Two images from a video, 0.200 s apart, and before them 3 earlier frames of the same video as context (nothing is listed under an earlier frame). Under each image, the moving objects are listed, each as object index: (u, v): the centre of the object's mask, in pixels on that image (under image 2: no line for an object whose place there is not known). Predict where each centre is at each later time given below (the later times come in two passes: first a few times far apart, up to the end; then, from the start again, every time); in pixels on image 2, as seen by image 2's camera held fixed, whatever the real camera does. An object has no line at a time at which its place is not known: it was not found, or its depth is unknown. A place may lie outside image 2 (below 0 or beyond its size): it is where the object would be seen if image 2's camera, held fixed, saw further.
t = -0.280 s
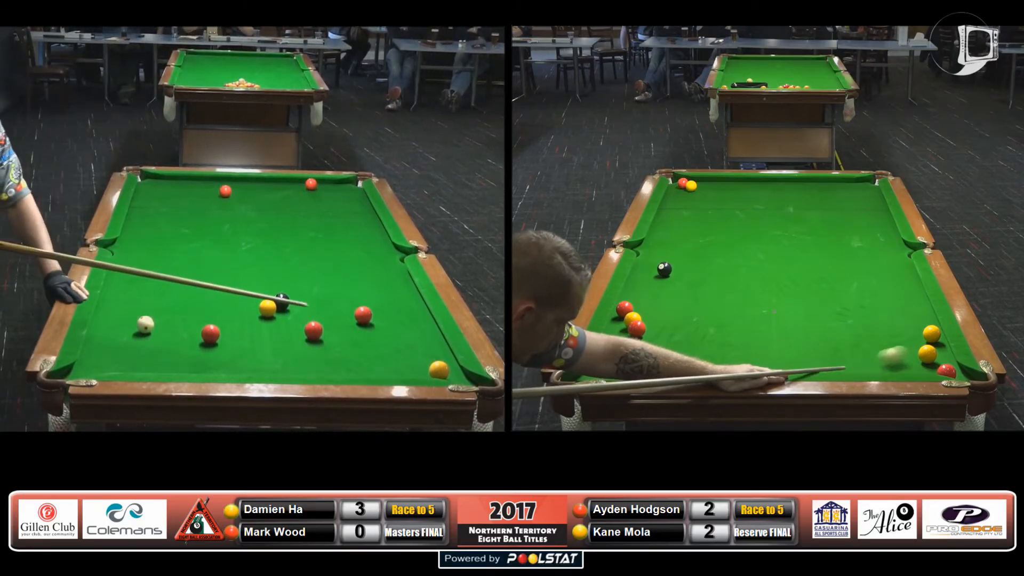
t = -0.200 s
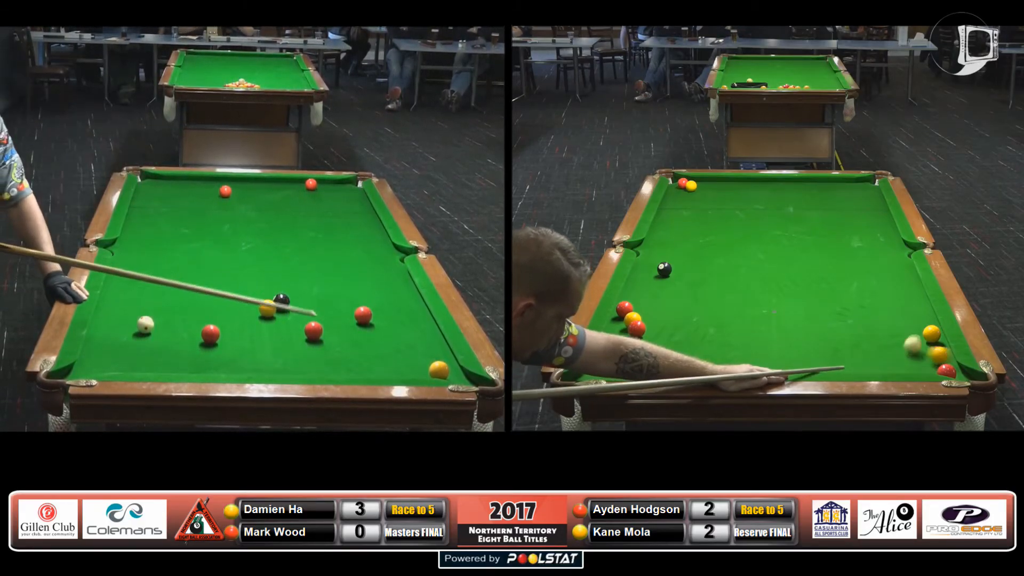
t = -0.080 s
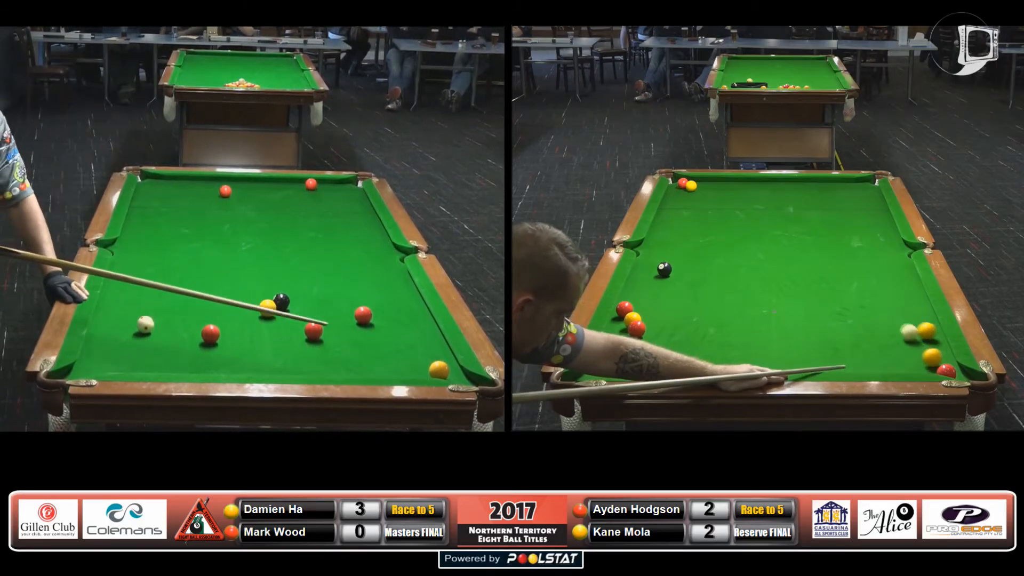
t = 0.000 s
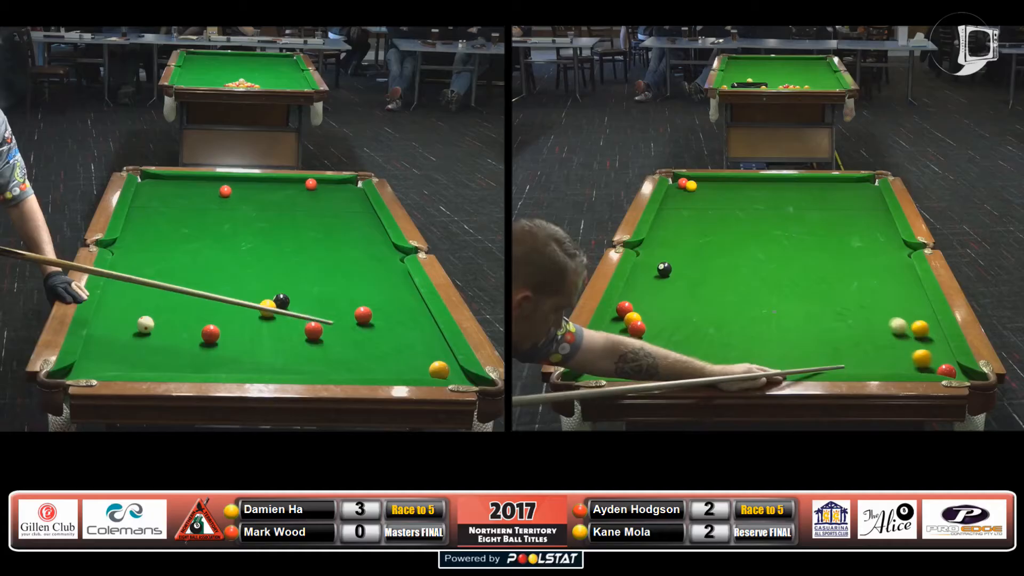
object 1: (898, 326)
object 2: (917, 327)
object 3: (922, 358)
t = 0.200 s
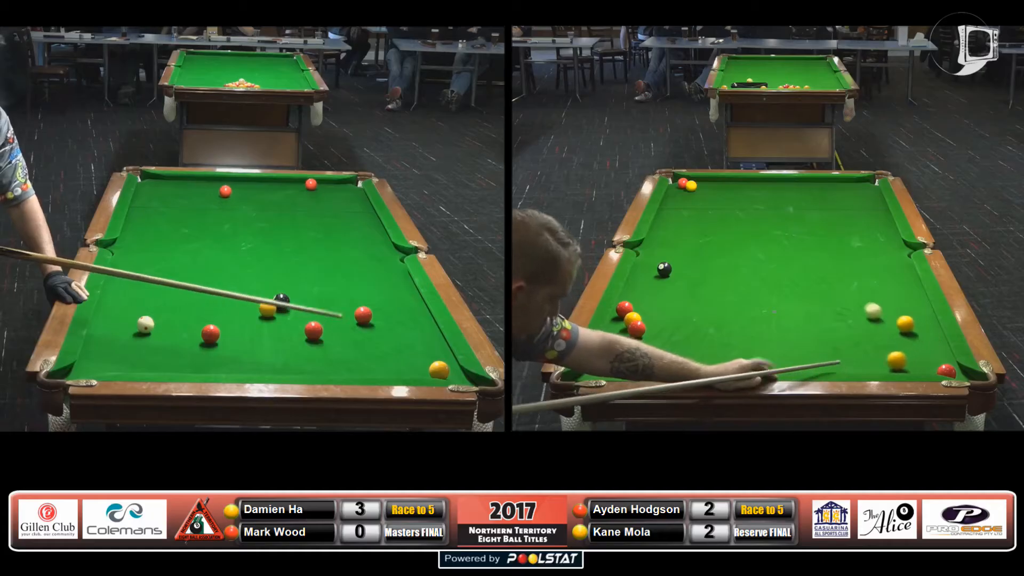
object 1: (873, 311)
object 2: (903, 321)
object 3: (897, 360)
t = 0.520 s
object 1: (838, 291)
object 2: (884, 315)
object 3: (859, 363)
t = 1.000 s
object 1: (798, 266)
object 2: (861, 307)
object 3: (810, 365)
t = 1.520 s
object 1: (764, 245)
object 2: (844, 302)
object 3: (767, 366)
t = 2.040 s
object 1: (738, 229)
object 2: (835, 299)
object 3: (737, 365)
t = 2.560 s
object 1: (719, 217)
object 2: (832, 298)
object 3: (718, 364)
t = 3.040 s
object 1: (705, 208)
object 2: (831, 299)
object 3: (710, 363)
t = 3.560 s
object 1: (694, 202)
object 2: (831, 299)
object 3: (709, 363)
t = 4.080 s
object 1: (685, 198)
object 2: (831, 299)
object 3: (710, 363)
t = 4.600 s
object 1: (681, 195)
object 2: (831, 299)
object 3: (710, 363)
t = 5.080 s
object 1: (679, 195)
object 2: (830, 300)
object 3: (710, 363)
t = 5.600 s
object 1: (679, 195)
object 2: (830, 300)
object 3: (710, 363)
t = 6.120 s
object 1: (679, 195)
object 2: (830, 300)
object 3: (710, 362)
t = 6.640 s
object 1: (679, 195)
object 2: (830, 300)
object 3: (710, 362)
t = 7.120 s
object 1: (679, 195)
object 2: (832, 301)
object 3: (710, 362)
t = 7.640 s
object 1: (679, 195)
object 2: (837, 302)
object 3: (710, 363)
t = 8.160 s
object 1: (679, 195)
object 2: (831, 300)
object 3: (710, 363)
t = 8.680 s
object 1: (679, 195)
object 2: (830, 300)
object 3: (710, 363)
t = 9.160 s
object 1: (679, 195)
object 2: (830, 300)
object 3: (710, 364)
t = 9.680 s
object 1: (679, 195)
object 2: (830, 300)
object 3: (710, 364)
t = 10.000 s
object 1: (679, 195)
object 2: (830, 300)
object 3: (710, 363)
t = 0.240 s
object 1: (868, 308)
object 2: (900, 321)
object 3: (892, 361)
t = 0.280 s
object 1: (863, 306)
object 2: (898, 320)
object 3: (887, 361)
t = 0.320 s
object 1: (859, 303)
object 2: (895, 319)
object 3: (882, 361)
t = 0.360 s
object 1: (855, 300)
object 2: (893, 318)
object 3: (877, 362)
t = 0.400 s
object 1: (850, 298)
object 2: (890, 317)
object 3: (873, 362)
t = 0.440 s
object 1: (846, 295)
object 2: (887, 316)
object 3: (868, 362)
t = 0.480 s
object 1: (842, 293)
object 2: (885, 316)
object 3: (864, 362)
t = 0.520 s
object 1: (838, 291)
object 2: (884, 315)
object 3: (859, 363)
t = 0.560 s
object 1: (835, 288)
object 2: (881, 314)
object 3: (855, 363)
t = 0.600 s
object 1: (831, 286)
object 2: (878, 314)
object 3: (850, 363)
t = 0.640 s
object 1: (827, 284)
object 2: (876, 313)
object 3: (846, 364)
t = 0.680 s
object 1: (824, 281)
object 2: (875, 312)
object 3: (842, 364)
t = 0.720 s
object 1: (820, 279)
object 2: (873, 311)
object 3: (837, 364)
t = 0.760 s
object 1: (817, 277)
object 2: (871, 311)
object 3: (833, 364)
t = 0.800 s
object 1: (814, 275)
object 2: (870, 310)
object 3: (829, 364)
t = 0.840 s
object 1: (810, 273)
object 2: (868, 309)
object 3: (825, 364)
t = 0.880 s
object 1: (807, 271)
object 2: (866, 309)
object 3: (821, 365)
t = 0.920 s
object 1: (804, 269)
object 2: (865, 308)
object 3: (817, 365)
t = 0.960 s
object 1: (801, 267)
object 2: (863, 308)
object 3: (813, 365)
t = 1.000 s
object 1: (798, 266)
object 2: (861, 307)
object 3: (810, 365)
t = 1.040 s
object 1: (795, 264)
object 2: (859, 306)
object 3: (806, 365)
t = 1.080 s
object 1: (792, 262)
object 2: (858, 306)
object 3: (802, 365)
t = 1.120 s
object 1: (789, 260)
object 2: (856, 306)
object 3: (799, 366)
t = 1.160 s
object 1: (787, 258)
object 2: (855, 305)
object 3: (795, 366)
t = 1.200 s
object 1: (784, 257)
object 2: (854, 304)
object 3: (792, 366)
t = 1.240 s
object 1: (781, 255)
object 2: (852, 304)
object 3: (788, 366)
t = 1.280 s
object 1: (779, 254)
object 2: (851, 304)
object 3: (785, 366)
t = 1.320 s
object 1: (776, 252)
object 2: (850, 303)
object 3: (781, 366)
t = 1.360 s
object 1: (773, 251)
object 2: (849, 303)
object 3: (778, 367)
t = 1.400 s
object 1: (771, 249)
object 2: (848, 303)
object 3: (775, 367)
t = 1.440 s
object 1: (769, 248)
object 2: (846, 302)
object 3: (772, 367)
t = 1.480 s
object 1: (766, 246)
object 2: (845, 302)
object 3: (769, 367)
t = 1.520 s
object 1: (764, 245)
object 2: (844, 302)
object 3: (767, 366)
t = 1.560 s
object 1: (762, 243)
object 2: (843, 301)
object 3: (764, 366)
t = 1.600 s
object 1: (760, 242)
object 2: (842, 301)
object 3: (761, 366)
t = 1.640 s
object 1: (758, 241)
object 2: (842, 301)
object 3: (759, 366)
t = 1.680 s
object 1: (756, 239)
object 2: (841, 301)
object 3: (756, 366)
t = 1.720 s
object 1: (753, 238)
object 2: (840, 301)
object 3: (754, 366)
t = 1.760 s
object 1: (752, 237)
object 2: (839, 300)
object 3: (751, 366)
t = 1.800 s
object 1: (749, 236)
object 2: (839, 300)
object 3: (749, 366)
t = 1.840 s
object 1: (748, 234)
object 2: (838, 300)
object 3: (747, 365)
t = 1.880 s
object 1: (746, 233)
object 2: (838, 300)
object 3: (745, 365)
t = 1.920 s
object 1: (744, 232)
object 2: (837, 300)
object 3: (743, 365)
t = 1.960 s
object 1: (742, 231)
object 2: (837, 299)
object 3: (741, 365)
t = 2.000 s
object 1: (740, 230)
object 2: (836, 299)
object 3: (739, 365)
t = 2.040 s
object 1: (738, 229)
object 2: (835, 299)
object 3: (737, 365)
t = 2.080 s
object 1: (737, 228)
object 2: (835, 299)
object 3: (735, 365)
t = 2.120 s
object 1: (735, 227)
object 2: (835, 299)
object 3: (733, 365)
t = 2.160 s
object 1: (733, 226)
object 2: (834, 299)
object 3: (731, 364)
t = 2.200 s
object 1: (732, 225)
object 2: (834, 299)
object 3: (730, 364)
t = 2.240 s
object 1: (730, 224)
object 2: (833, 298)
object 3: (728, 364)
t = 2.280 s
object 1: (729, 223)
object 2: (833, 298)
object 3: (727, 364)
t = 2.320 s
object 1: (727, 222)
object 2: (833, 298)
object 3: (725, 364)
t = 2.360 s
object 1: (726, 221)
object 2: (833, 298)
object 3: (724, 364)
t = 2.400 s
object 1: (724, 220)
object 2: (833, 298)
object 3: (722, 364)
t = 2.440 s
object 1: (723, 219)
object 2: (833, 298)
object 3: (721, 364)
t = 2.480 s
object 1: (722, 218)
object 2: (833, 298)
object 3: (720, 364)
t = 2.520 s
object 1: (720, 218)
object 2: (833, 298)
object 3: (719, 364)
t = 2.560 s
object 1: (719, 217)
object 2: (832, 298)
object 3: (718, 364)
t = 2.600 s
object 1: (718, 216)
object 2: (832, 298)
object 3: (717, 364)
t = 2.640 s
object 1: (716, 215)
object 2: (832, 298)
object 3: (716, 364)
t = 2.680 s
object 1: (715, 214)
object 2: (832, 298)
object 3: (715, 364)
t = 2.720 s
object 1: (714, 214)
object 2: (832, 299)
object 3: (714, 363)
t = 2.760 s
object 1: (713, 213)
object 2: (832, 299)
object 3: (713, 363)
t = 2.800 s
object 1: (711, 212)
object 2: (832, 299)
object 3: (712, 363)
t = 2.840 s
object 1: (710, 212)
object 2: (832, 299)
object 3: (712, 363)
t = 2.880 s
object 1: (709, 211)
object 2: (832, 299)
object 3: (712, 363)
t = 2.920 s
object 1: (708, 210)
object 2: (832, 299)
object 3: (711, 363)
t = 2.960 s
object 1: (707, 210)
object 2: (832, 299)
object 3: (711, 363)
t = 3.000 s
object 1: (706, 209)
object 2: (832, 299)
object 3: (710, 363)
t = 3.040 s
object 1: (705, 208)
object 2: (831, 299)
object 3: (710, 363)
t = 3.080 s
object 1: (704, 208)
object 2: (831, 299)
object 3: (710, 363)
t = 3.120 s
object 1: (703, 207)
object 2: (831, 299)
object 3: (710, 363)
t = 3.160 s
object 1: (702, 207)
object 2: (831, 299)
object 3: (709, 363)
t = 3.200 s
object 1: (701, 206)
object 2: (831, 299)
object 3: (709, 363)
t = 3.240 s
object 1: (700, 206)
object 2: (831, 299)
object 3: (709, 363)
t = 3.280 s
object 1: (699, 205)
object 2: (831, 299)
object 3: (709, 363)
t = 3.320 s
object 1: (698, 205)
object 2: (831, 299)
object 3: (709, 363)
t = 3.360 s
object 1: (698, 204)
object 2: (831, 299)
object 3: (709, 363)
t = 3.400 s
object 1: (697, 204)
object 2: (831, 299)
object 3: (709, 363)
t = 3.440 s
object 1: (696, 203)
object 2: (831, 299)
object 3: (709, 363)
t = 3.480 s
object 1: (695, 203)
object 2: (831, 299)
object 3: (709, 363)
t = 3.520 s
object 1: (694, 202)
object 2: (831, 299)
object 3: (709, 363)
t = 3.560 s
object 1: (694, 202)
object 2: (831, 299)
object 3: (709, 363)
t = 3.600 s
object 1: (693, 201)
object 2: (831, 299)
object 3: (709, 363)
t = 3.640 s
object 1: (692, 201)
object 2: (831, 299)
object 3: (709, 363)
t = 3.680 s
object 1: (691, 201)
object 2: (831, 299)
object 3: (709, 363)
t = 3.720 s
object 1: (691, 200)
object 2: (831, 299)
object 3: (709, 363)
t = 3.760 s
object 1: (690, 200)
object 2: (831, 299)
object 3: (709, 363)
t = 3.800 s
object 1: (689, 200)
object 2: (831, 299)
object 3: (709, 363)
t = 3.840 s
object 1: (689, 199)
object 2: (831, 299)
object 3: (710, 363)
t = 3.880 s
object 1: (688, 199)
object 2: (831, 299)
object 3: (710, 363)
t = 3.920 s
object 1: (688, 199)
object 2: (831, 299)
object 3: (710, 363)
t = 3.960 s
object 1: (687, 198)
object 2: (831, 299)
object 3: (710, 363)
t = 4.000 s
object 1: (686, 198)
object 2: (831, 299)
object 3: (710, 363)
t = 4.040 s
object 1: (686, 198)
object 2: (831, 299)
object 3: (710, 363)
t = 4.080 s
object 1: (685, 198)
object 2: (831, 299)
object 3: (710, 363)
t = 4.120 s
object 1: (685, 197)
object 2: (831, 299)
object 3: (710, 363)
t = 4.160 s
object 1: (684, 197)
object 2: (831, 299)
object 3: (710, 363)
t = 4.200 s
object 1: (684, 197)
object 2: (831, 299)
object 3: (710, 363)
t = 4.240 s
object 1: (684, 197)
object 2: (831, 299)
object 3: (710, 363)
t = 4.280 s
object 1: (683, 197)
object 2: (831, 299)
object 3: (710, 363)
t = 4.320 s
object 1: (683, 196)
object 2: (831, 299)
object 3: (710, 363)
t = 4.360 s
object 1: (682, 196)
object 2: (831, 299)
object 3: (710, 363)
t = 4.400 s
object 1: (682, 196)
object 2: (831, 299)
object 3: (710, 363)
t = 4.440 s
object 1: (682, 196)
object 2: (831, 299)
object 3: (710, 363)
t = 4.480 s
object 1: (681, 196)
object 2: (831, 299)
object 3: (710, 363)
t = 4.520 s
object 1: (681, 196)
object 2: (831, 299)
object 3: (710, 363)
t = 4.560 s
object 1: (681, 195)
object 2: (831, 299)
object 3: (710, 363)
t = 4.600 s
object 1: (681, 195)
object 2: (831, 299)
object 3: (710, 363)
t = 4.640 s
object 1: (680, 195)
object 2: (831, 299)
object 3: (710, 363)
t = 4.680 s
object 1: (680, 195)
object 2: (831, 299)
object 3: (710, 363)
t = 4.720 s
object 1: (680, 195)
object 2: (830, 299)
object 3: (710, 363)
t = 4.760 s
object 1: (680, 195)
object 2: (830, 300)
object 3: (710, 363)
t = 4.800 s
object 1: (680, 195)
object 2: (830, 299)
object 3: (710, 363)
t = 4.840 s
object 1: (679, 195)
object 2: (830, 300)
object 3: (710, 363)
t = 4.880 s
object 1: (679, 195)
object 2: (830, 300)
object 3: (710, 363)
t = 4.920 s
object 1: (679, 195)
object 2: (830, 300)
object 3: (710, 363)
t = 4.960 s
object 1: (679, 195)
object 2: (830, 300)
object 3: (710, 363)
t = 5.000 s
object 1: (679, 195)
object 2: (830, 300)
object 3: (710, 363)
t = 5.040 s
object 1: (679, 195)
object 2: (830, 300)
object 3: (710, 363)
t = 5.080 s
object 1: (679, 195)
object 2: (830, 300)
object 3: (710, 363)
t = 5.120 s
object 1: (679, 195)
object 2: (830, 300)
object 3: (710, 363)
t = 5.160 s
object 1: (679, 195)
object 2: (830, 300)
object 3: (710, 363)
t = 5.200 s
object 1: (679, 195)
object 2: (830, 300)
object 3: (710, 363)
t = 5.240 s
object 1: (679, 195)
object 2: (830, 300)
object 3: (710, 363)
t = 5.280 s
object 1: (679, 195)
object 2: (830, 300)
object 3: (710, 363)
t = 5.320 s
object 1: (679, 195)
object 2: (830, 300)
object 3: (710, 363)
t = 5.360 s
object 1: (679, 195)
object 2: (830, 300)
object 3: (710, 363)
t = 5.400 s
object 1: (679, 195)
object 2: (830, 300)
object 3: (710, 363)
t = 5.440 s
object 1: (679, 195)
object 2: (830, 300)
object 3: (710, 363)
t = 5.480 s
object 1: (679, 195)
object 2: (830, 300)
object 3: (710, 363)
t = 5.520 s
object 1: (679, 195)
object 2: (830, 300)
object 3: (710, 363)
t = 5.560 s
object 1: (679, 195)
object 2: (830, 300)
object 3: (710, 363)
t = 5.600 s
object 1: (679, 195)
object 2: (830, 300)
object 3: (710, 363)
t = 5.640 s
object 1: (679, 195)
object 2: (830, 300)
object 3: (710, 363)
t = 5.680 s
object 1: (679, 195)
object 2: (830, 300)
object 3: (710, 363)
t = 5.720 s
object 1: (679, 195)
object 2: (830, 300)
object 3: (710, 363)
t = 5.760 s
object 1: (679, 195)
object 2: (830, 300)
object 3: (710, 363)
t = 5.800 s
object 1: (679, 195)
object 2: (830, 300)
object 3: (710, 363)
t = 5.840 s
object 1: (679, 195)
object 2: (830, 300)
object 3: (710, 362)
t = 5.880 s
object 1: (679, 195)
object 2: (830, 300)
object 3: (710, 362)
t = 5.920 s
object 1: (679, 195)
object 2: (830, 300)
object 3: (710, 362)
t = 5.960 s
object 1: (679, 195)
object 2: (830, 300)
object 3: (710, 362)
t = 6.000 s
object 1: (679, 195)
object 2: (830, 300)
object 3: (710, 362)
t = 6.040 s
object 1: (679, 195)
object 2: (830, 300)
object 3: (710, 362)
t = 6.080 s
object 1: (679, 195)
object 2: (830, 300)
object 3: (710, 362)
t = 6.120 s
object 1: (679, 195)
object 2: (830, 300)
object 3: (710, 362)
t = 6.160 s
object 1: (679, 195)
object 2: (830, 300)
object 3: (710, 362)
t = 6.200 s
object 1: (679, 195)
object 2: (830, 300)
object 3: (710, 362)
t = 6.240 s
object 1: (679, 195)
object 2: (830, 300)
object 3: (710, 362)
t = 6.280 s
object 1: (679, 195)
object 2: (830, 300)
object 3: (710, 362)
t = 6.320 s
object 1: (679, 195)
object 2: (830, 300)
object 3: (710, 362)
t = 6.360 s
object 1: (679, 195)
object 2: (830, 300)
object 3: (710, 362)
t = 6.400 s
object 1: (679, 195)
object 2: (830, 300)
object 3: (710, 362)
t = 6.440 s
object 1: (679, 195)
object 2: (830, 300)
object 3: (710, 362)
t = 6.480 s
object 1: (679, 195)
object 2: (830, 300)
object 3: (710, 362)
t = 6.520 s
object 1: (679, 195)
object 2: (830, 300)
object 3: (710, 362)
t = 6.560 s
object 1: (679, 195)
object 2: (830, 300)
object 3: (710, 362)
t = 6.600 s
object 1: (679, 195)
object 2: (830, 300)
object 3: (710, 362)
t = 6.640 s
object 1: (679, 195)
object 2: (830, 300)
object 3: (710, 362)
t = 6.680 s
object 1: (679, 195)
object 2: (830, 300)
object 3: (710, 362)
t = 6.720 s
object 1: (679, 195)
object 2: (830, 300)
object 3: (710, 362)
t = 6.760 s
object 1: (679, 195)
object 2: (830, 300)
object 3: (710, 362)
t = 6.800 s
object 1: (679, 195)
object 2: (830, 300)
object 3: (710, 362)
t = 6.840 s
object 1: (679, 195)
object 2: (830, 300)
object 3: (710, 362)
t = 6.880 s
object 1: (679, 195)
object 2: (830, 300)
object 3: (710, 362)
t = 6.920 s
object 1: (679, 195)
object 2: (830, 300)
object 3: (710, 362)
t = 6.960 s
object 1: (679, 195)
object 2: (830, 300)
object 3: (710, 362)
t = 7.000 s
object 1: (679, 195)
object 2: (830, 300)
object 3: (710, 362)
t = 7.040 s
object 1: (679, 195)
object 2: (829, 300)
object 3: (710, 362)
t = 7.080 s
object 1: (679, 195)
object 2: (834, 298)
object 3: (710, 362)
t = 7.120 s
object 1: (679, 195)
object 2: (832, 301)
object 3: (710, 362)
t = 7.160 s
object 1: (679, 195)
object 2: (830, 300)
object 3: (710, 362)
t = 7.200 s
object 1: (679, 195)
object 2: (830, 300)
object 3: (710, 362)
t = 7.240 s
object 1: (679, 195)
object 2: (831, 300)
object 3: (710, 362)
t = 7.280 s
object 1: (679, 195)
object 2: (831, 300)
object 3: (710, 362)
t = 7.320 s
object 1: (679, 195)
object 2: (831, 300)
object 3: (710, 362)
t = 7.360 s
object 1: (679, 195)
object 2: (832, 299)
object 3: (710, 363)
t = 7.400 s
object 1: (679, 195)
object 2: (833, 299)
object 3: (710, 362)
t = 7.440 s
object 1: (679, 195)
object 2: (834, 299)
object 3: (710, 363)
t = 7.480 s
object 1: (679, 195)
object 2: (835, 299)
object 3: (710, 363)
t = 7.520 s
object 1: (679, 195)
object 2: (835, 300)
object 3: (710, 363)
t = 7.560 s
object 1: (679, 195)
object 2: (835, 301)
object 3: (710, 363)
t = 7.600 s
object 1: (679, 195)
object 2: (836, 301)
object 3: (710, 363)
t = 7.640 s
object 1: (679, 195)
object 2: (837, 302)
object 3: (710, 363)
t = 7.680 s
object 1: (679, 195)
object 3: (710, 363)
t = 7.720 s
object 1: (679, 195)
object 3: (710, 363)
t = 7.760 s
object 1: (679, 195)
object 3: (710, 363)
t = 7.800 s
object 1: (679, 195)
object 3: (710, 363)
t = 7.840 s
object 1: (679, 195)
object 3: (710, 363)
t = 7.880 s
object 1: (679, 195)
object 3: (710, 363)
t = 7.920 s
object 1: (679, 195)
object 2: (829, 298)
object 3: (710, 363)
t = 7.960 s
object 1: (679, 195)
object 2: (831, 299)
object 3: (710, 363)
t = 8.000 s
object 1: (679, 195)
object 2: (830, 299)
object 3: (710, 363)
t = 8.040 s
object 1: (679, 195)
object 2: (830, 300)
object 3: (710, 363)
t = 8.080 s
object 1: (679, 195)
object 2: (830, 300)
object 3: (710, 363)
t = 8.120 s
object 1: (679, 195)
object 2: (830, 300)
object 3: (710, 363)
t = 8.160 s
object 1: (679, 195)
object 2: (831, 300)
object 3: (710, 363)
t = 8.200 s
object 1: (679, 195)
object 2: (830, 300)
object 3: (710, 363)
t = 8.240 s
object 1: (679, 195)
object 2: (830, 300)
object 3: (710, 363)
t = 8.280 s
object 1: (679, 195)
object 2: (830, 300)
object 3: (710, 363)
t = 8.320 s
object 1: (679, 195)
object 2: (830, 300)
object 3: (710, 363)
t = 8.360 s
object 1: (679, 195)
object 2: (830, 300)
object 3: (710, 363)
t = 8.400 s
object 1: (679, 195)
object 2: (830, 300)
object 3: (710, 363)
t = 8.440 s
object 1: (679, 195)
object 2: (830, 300)
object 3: (710, 363)
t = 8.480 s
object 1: (679, 195)
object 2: (830, 300)
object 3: (710, 363)
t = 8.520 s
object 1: (679, 195)
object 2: (830, 300)
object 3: (710, 363)
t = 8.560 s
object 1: (679, 195)
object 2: (830, 300)
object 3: (710, 363)
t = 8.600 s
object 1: (679, 195)
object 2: (830, 300)
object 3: (710, 363)
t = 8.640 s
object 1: (679, 195)
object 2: (830, 300)
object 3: (710, 363)
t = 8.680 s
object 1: (679, 195)
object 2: (830, 300)
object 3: (710, 363)
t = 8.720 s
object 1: (679, 195)
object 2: (830, 300)
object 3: (710, 364)
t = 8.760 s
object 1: (679, 195)
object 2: (830, 300)
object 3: (710, 364)
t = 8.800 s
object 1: (679, 195)
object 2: (830, 300)
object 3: (710, 364)
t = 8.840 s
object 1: (679, 195)
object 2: (830, 300)
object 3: (710, 364)
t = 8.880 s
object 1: (679, 195)
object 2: (830, 300)
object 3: (710, 364)
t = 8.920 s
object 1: (679, 195)
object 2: (830, 300)
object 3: (710, 364)
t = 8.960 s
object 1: (679, 195)
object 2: (830, 300)
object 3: (710, 364)
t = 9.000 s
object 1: (679, 195)
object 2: (830, 300)
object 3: (710, 364)
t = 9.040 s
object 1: (679, 195)
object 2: (830, 300)
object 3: (710, 364)
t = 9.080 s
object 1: (679, 195)
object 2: (830, 300)
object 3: (710, 364)
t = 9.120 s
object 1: (679, 195)
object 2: (830, 300)
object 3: (710, 364)
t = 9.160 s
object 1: (679, 195)
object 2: (830, 300)
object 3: (710, 364)
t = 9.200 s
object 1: (679, 195)
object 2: (830, 300)
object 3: (710, 364)
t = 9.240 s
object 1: (679, 195)
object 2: (830, 300)
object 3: (710, 364)
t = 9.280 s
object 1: (679, 195)
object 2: (830, 300)
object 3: (710, 364)
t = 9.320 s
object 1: (679, 195)
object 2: (830, 300)
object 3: (710, 364)
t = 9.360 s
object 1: (679, 195)
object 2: (830, 300)
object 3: (710, 364)
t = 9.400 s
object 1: (679, 195)
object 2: (830, 300)
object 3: (710, 364)
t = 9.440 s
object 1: (679, 195)
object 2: (830, 300)
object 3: (710, 364)
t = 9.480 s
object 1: (679, 195)
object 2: (830, 300)
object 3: (710, 364)
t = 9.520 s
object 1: (679, 195)
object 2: (830, 300)
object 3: (710, 364)
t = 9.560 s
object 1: (679, 195)
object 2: (830, 300)
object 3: (710, 364)
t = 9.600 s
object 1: (679, 195)
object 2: (830, 300)
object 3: (710, 364)
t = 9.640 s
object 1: (679, 195)
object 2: (830, 300)
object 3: (710, 364)
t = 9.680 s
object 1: (679, 195)
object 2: (830, 300)
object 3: (710, 364)
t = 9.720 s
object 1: (679, 195)
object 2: (830, 300)
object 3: (710, 364)
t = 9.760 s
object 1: (679, 195)
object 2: (830, 300)
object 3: (710, 364)
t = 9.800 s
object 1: (679, 195)
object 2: (830, 300)
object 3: (710, 364)
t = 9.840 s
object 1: (679, 195)
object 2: (830, 300)
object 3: (710, 364)
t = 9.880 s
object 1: (679, 195)
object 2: (830, 300)
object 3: (710, 363)
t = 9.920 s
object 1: (679, 195)
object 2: (830, 300)
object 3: (710, 363)
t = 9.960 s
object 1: (679, 195)
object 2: (830, 300)
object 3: (710, 363)
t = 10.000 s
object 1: (679, 195)
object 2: (830, 300)
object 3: (710, 363)
